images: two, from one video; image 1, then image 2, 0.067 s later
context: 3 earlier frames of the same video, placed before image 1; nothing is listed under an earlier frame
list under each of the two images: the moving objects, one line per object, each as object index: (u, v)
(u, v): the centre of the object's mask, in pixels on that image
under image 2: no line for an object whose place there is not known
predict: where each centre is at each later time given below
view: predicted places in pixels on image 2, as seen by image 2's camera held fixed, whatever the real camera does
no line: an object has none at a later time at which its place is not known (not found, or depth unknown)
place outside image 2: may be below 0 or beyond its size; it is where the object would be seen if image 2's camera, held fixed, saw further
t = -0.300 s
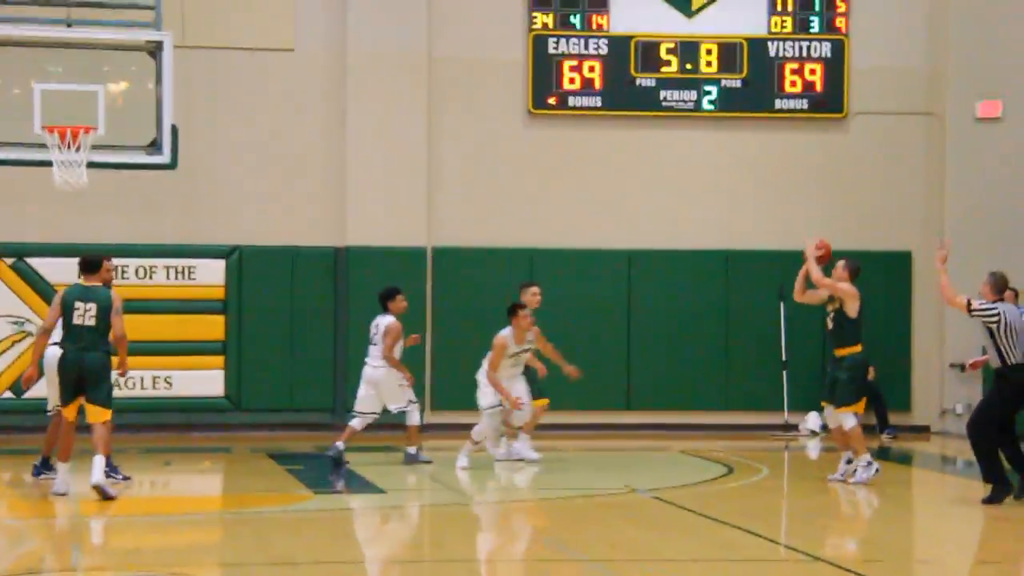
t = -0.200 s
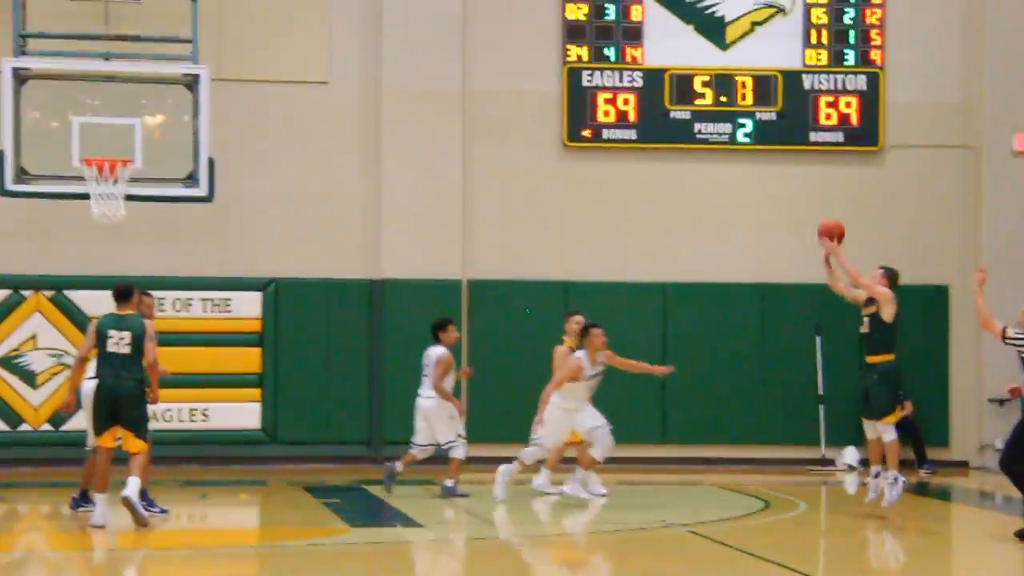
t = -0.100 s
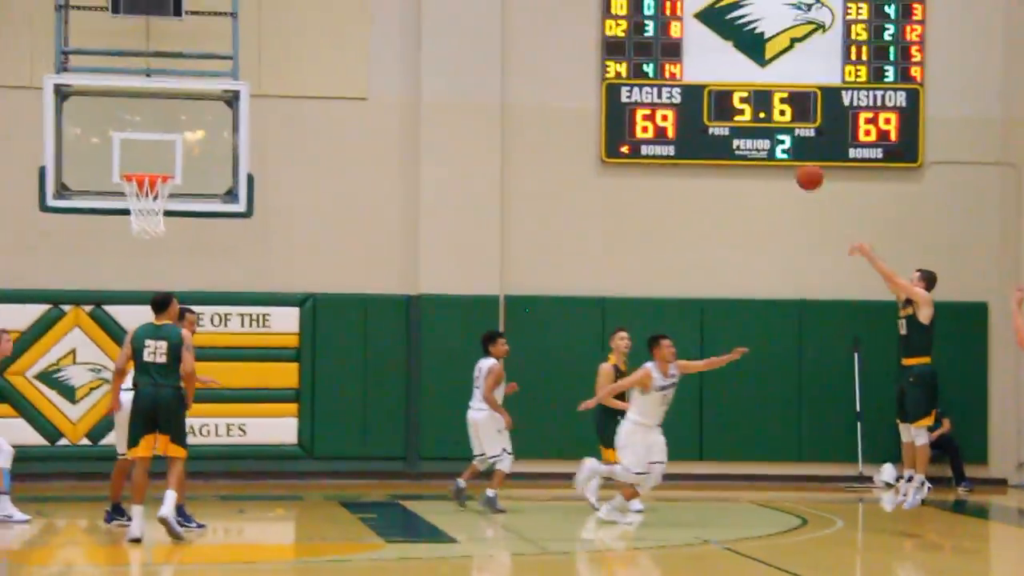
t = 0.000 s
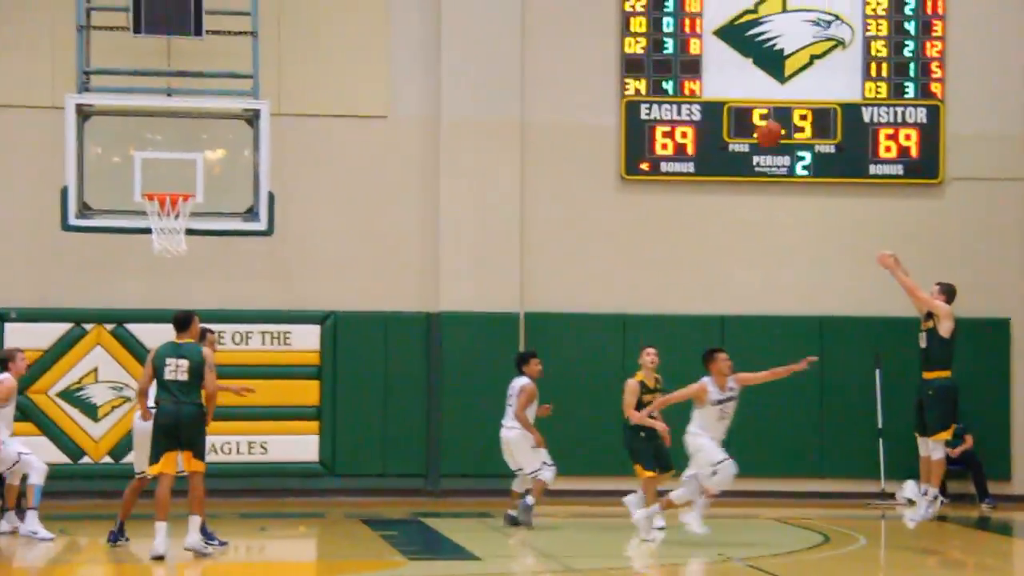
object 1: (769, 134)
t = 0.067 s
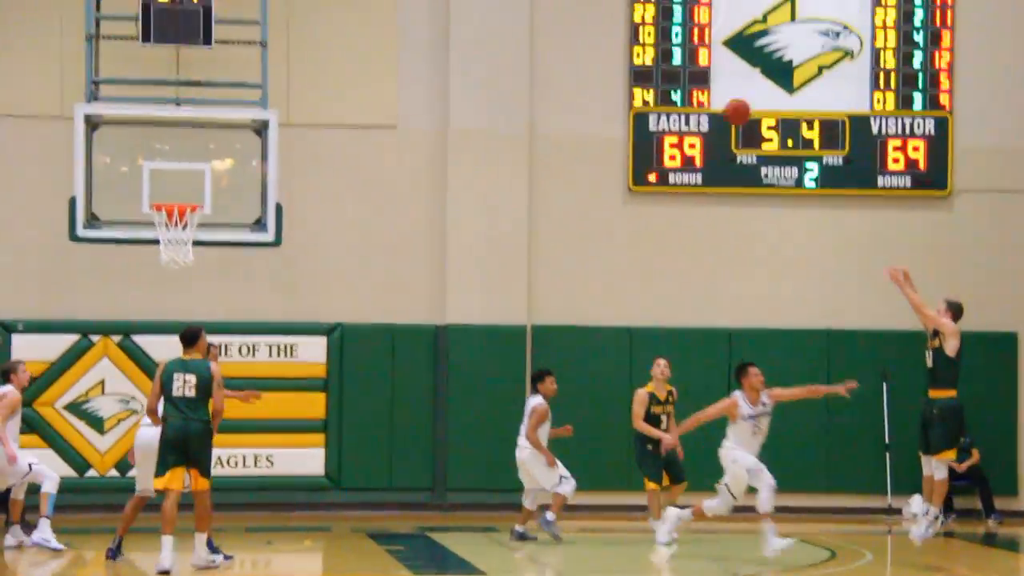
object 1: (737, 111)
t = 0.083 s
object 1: (728, 103)
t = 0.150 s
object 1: (687, 76)
